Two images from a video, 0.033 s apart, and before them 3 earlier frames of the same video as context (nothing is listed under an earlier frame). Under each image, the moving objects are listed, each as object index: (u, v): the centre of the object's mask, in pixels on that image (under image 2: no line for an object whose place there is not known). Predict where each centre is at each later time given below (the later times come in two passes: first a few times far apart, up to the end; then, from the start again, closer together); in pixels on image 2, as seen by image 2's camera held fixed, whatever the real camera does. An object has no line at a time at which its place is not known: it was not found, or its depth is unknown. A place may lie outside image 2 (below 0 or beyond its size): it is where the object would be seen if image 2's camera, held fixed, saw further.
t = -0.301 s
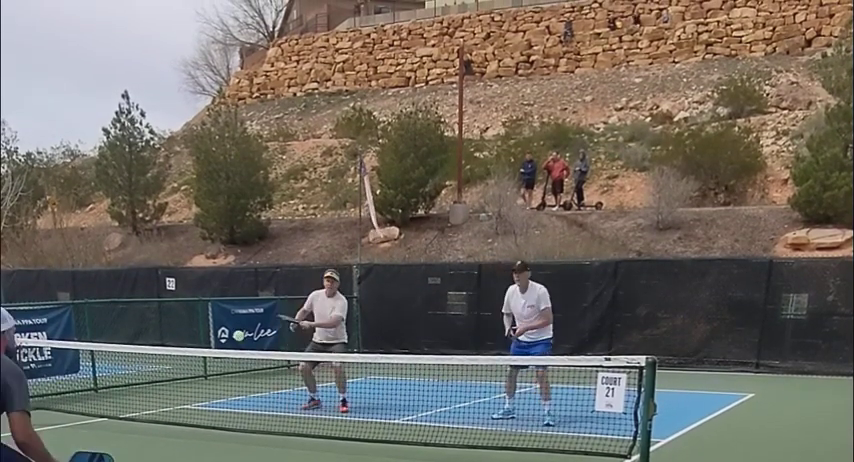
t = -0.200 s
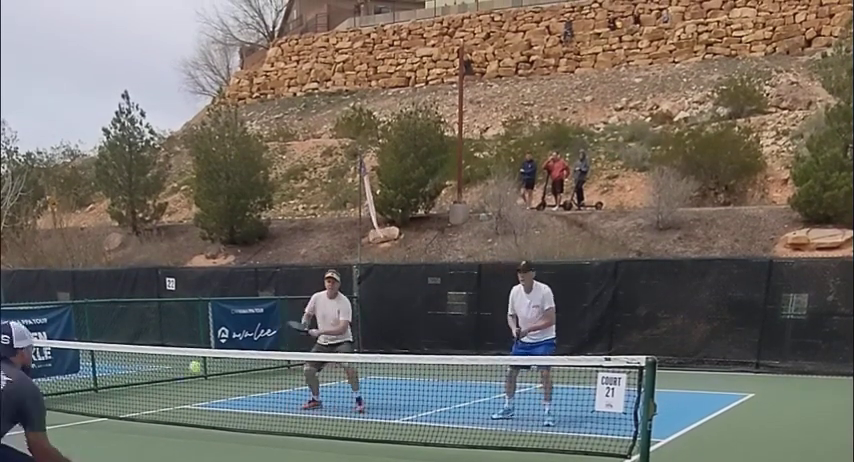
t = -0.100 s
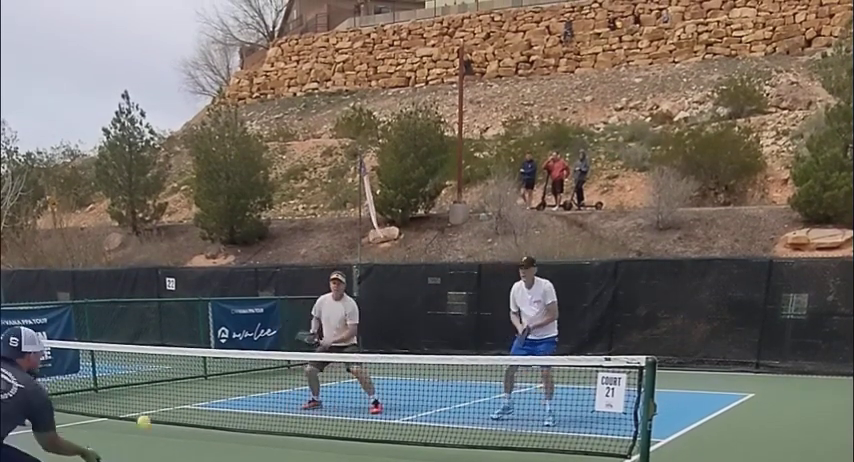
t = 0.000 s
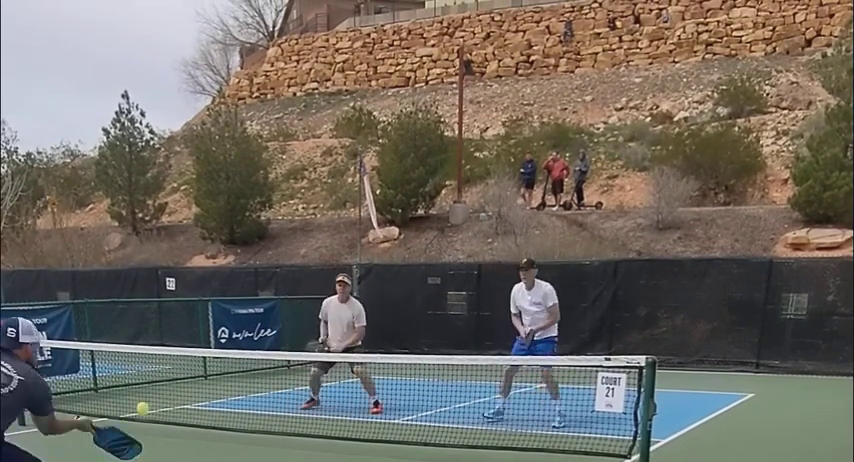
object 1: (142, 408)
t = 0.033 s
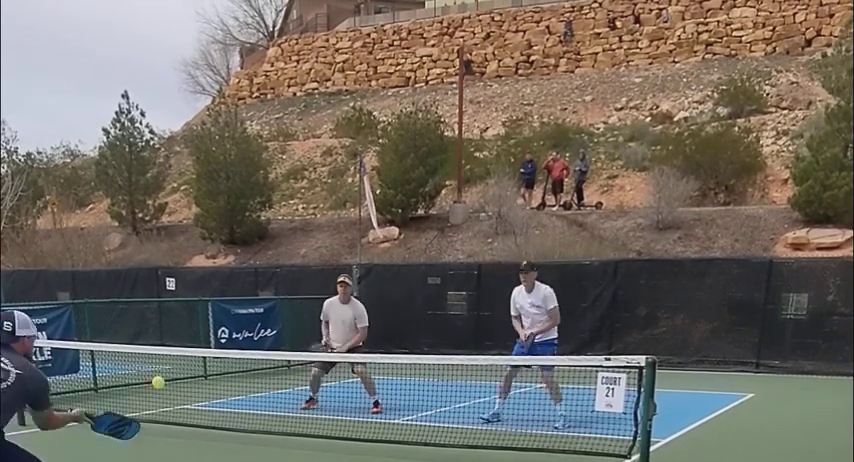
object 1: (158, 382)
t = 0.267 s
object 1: (249, 276)
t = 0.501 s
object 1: (319, 268)
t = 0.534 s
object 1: (327, 273)
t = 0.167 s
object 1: (213, 307)
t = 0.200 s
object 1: (225, 294)
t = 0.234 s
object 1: (237, 284)
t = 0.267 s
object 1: (249, 276)
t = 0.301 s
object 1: (260, 270)
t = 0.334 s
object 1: (271, 266)
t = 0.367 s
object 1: (281, 264)
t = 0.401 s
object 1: (291, 263)
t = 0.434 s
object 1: (301, 263)
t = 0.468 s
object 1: (310, 265)
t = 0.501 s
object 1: (319, 268)
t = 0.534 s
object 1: (327, 273)
